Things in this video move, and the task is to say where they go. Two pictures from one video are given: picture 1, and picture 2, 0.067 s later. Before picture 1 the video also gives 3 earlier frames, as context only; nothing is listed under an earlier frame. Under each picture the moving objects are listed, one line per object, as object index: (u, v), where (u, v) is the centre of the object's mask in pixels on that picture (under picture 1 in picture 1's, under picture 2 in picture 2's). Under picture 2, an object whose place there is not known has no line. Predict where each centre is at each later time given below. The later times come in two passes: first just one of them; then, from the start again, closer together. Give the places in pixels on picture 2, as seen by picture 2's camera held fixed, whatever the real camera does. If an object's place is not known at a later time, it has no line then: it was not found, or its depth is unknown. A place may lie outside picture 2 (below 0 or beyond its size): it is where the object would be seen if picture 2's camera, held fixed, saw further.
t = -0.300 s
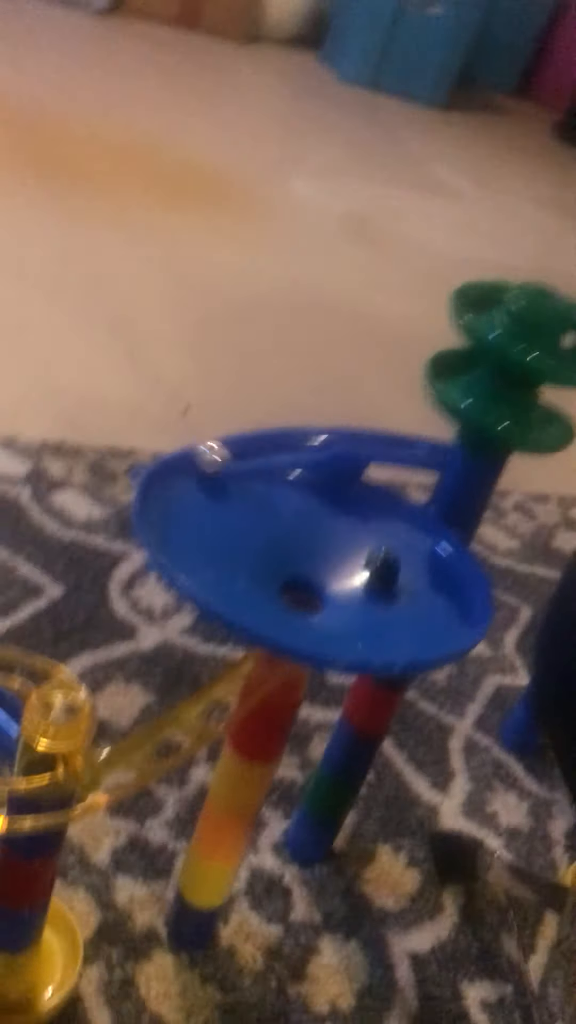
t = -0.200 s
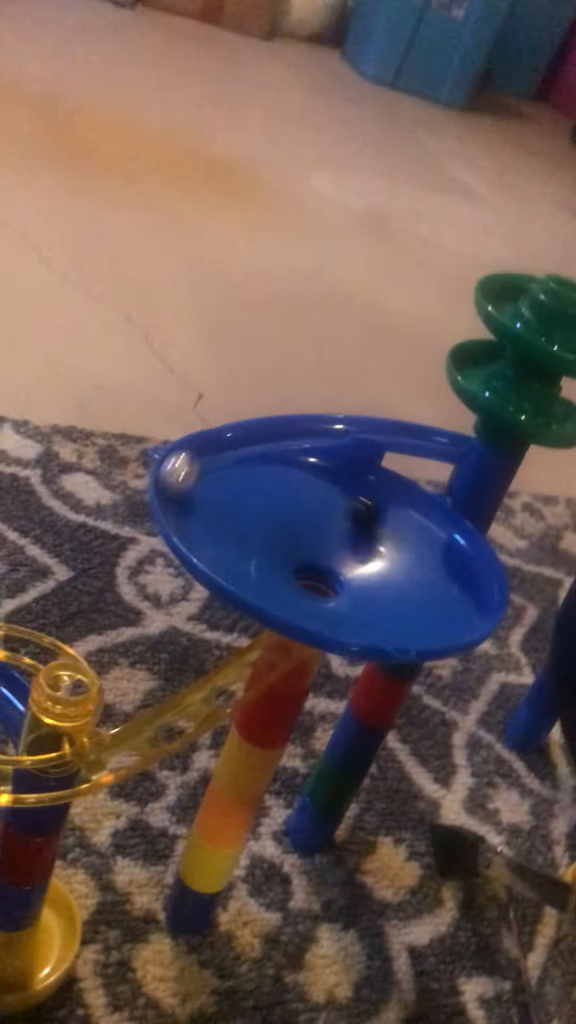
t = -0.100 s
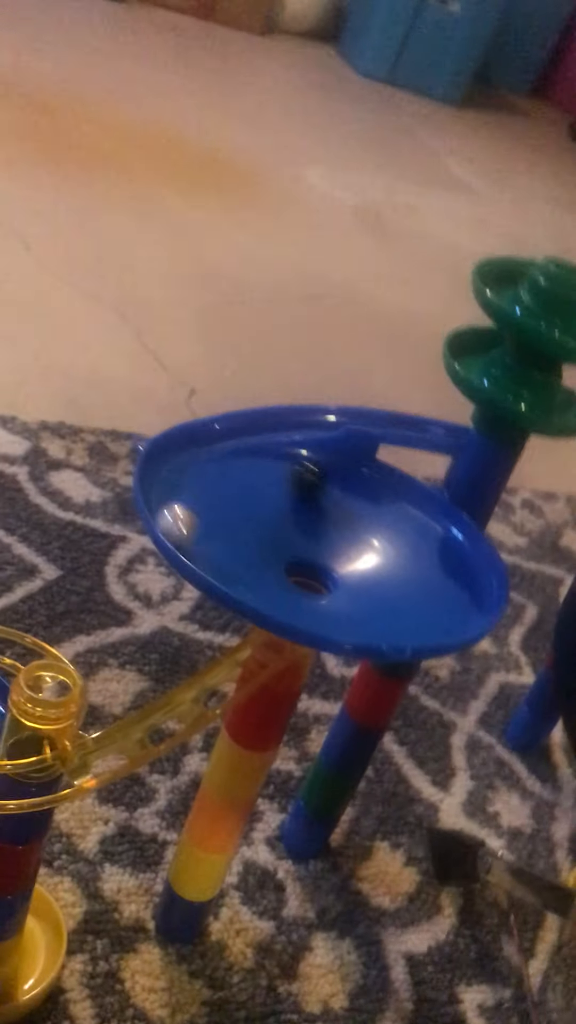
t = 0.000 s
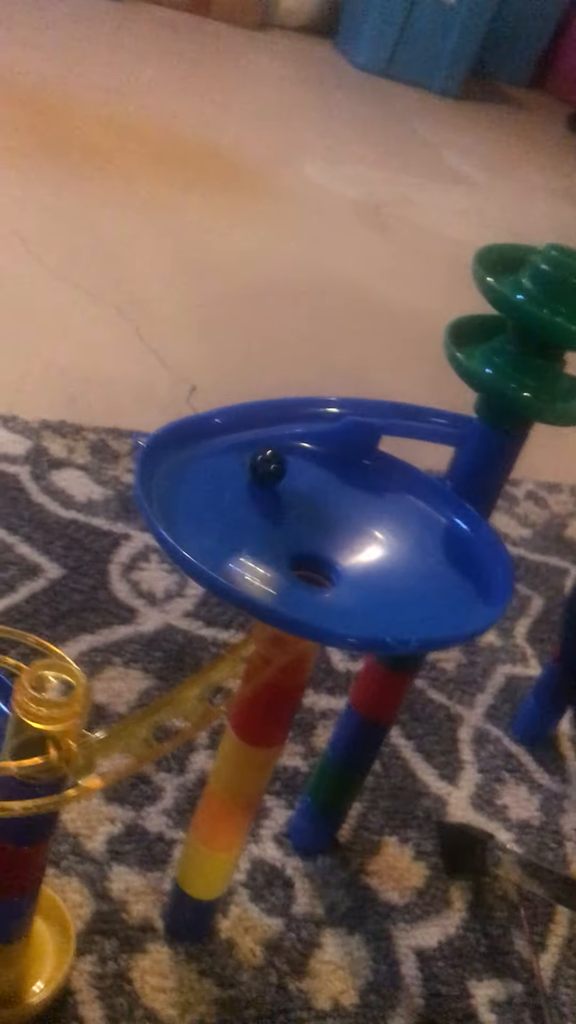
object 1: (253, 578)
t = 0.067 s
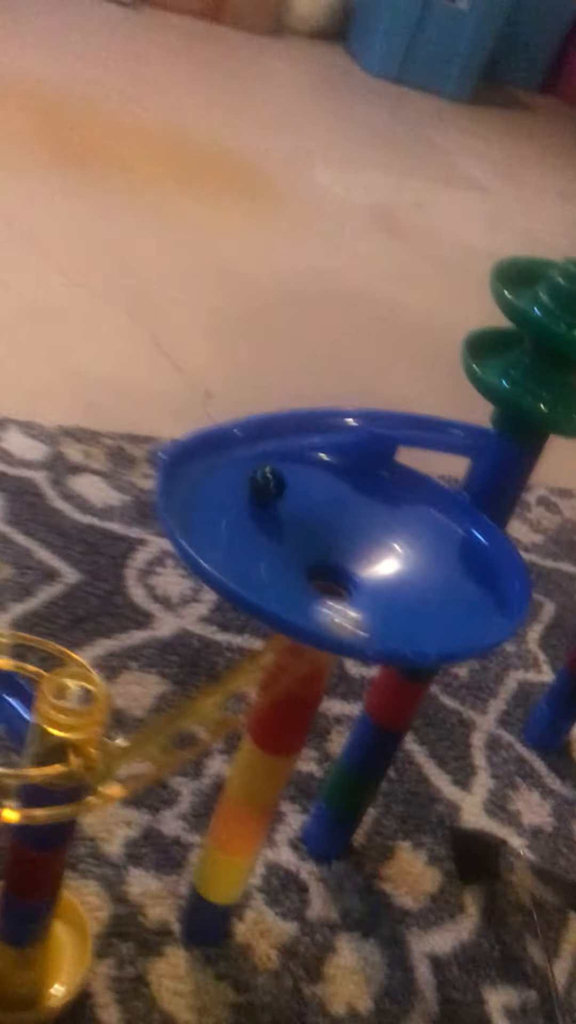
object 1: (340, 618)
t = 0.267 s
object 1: (498, 607)
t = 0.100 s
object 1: (378, 627)
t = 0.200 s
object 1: (465, 628)
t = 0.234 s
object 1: (486, 620)
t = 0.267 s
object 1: (498, 607)
